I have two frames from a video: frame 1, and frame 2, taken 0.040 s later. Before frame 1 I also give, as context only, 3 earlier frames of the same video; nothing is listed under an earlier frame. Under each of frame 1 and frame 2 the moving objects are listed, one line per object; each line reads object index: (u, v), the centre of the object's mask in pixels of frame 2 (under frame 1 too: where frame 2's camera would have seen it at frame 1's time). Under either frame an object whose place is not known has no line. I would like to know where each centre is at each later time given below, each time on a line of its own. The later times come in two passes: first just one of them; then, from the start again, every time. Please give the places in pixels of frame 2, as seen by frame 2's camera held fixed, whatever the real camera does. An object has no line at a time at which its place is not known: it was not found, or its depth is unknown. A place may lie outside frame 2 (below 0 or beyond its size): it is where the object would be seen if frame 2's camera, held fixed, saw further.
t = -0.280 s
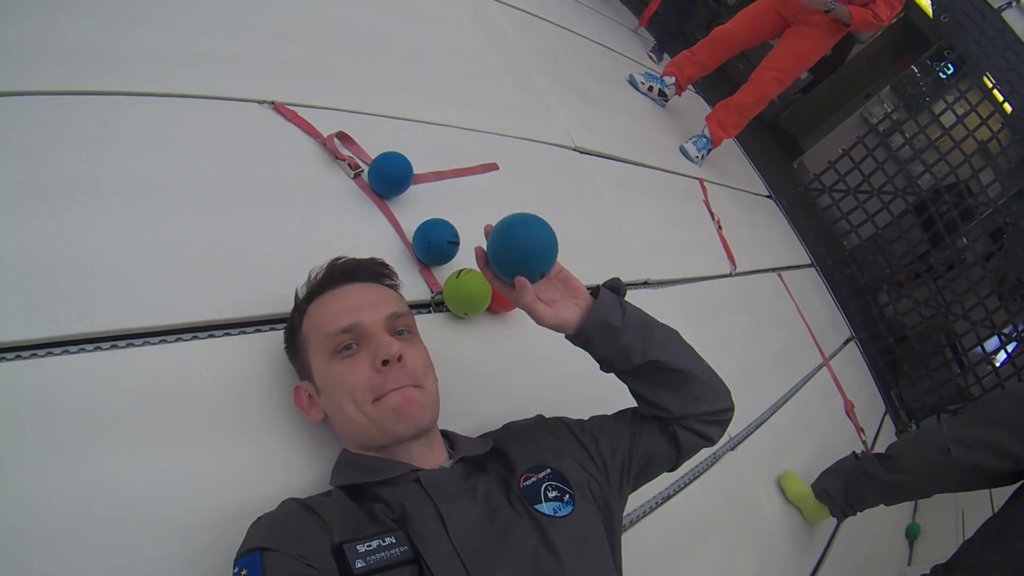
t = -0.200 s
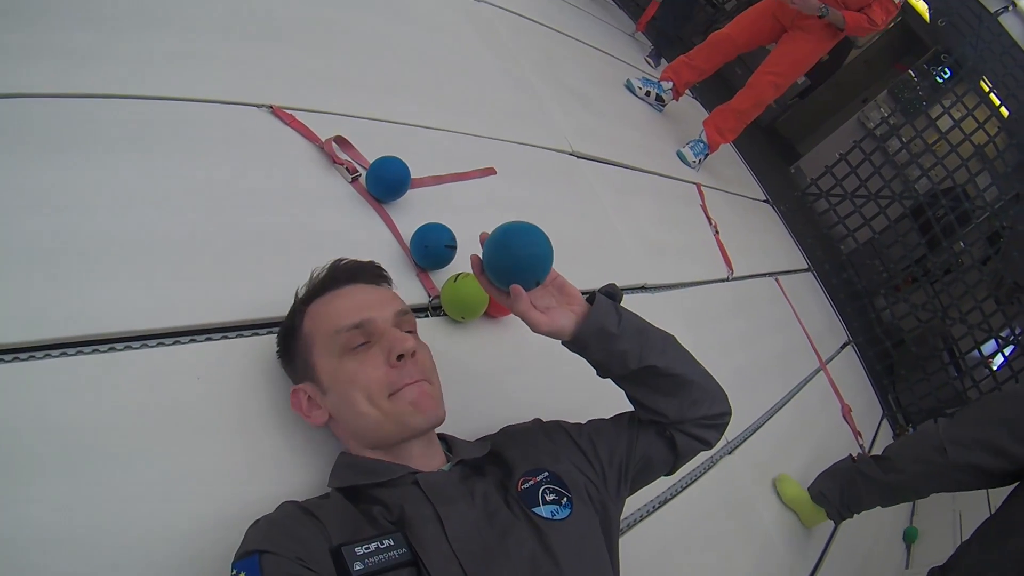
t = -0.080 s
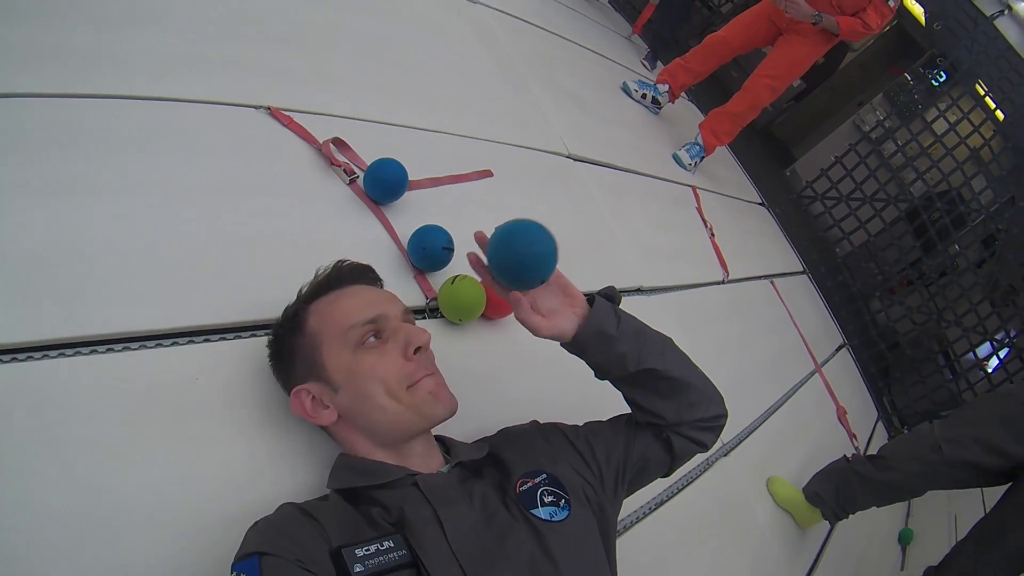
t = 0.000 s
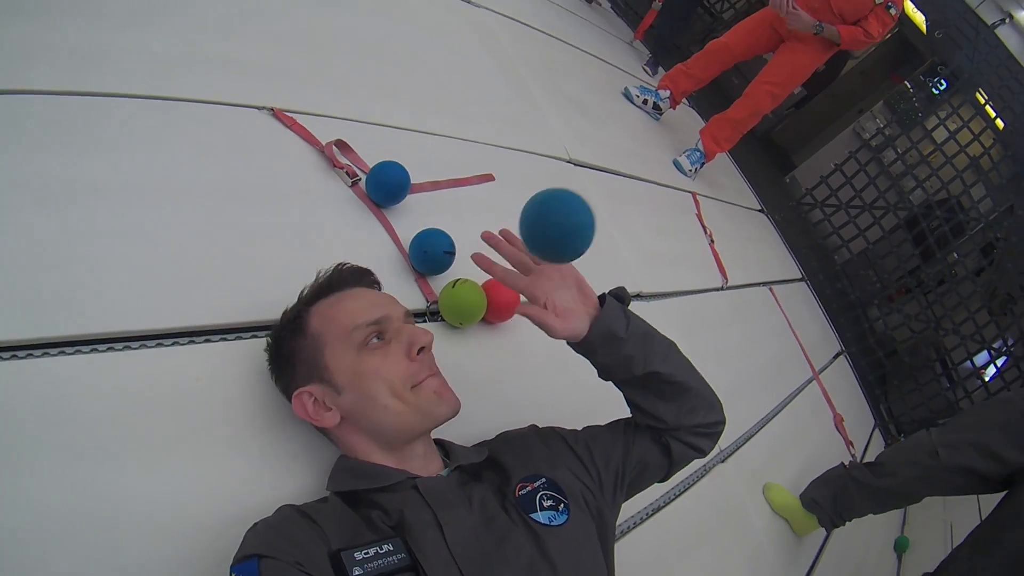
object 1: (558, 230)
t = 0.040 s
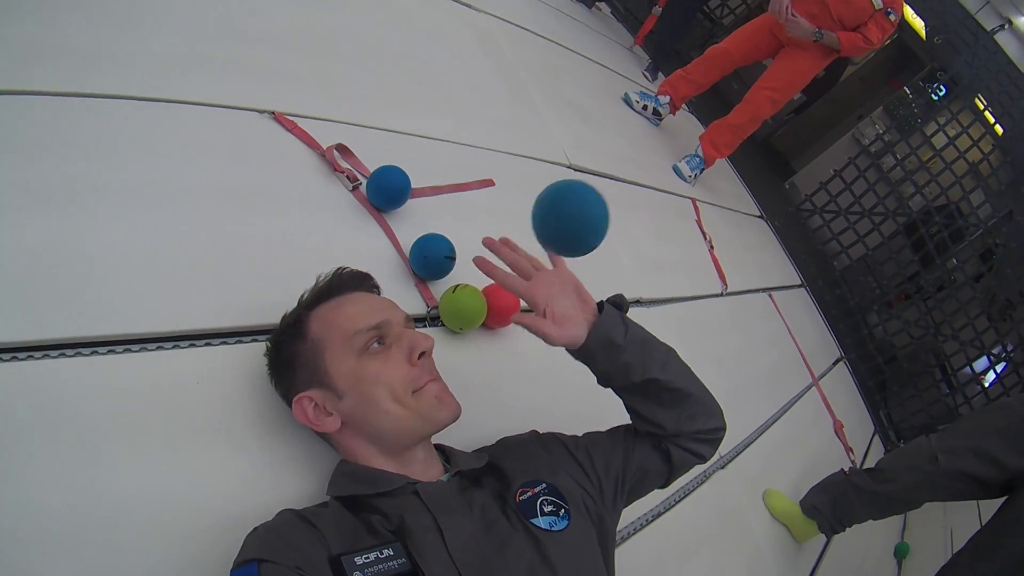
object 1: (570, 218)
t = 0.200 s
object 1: (619, 164)
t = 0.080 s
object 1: (589, 201)
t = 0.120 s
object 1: (598, 189)
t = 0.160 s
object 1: (607, 179)
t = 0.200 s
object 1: (619, 164)
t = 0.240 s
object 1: (625, 156)
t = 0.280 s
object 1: (631, 145)
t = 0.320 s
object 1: (634, 139)
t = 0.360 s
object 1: (635, 133)
